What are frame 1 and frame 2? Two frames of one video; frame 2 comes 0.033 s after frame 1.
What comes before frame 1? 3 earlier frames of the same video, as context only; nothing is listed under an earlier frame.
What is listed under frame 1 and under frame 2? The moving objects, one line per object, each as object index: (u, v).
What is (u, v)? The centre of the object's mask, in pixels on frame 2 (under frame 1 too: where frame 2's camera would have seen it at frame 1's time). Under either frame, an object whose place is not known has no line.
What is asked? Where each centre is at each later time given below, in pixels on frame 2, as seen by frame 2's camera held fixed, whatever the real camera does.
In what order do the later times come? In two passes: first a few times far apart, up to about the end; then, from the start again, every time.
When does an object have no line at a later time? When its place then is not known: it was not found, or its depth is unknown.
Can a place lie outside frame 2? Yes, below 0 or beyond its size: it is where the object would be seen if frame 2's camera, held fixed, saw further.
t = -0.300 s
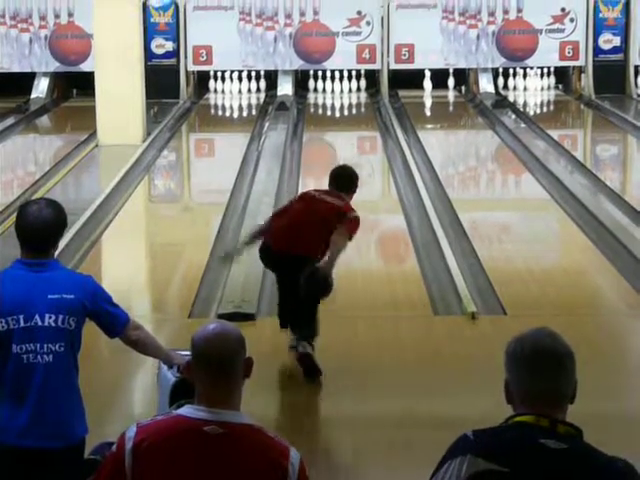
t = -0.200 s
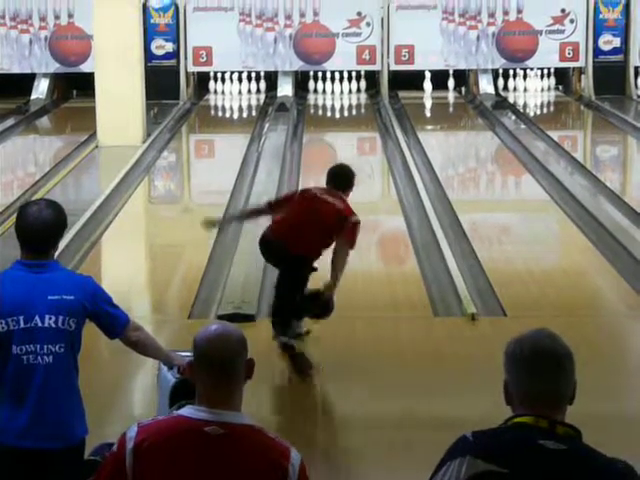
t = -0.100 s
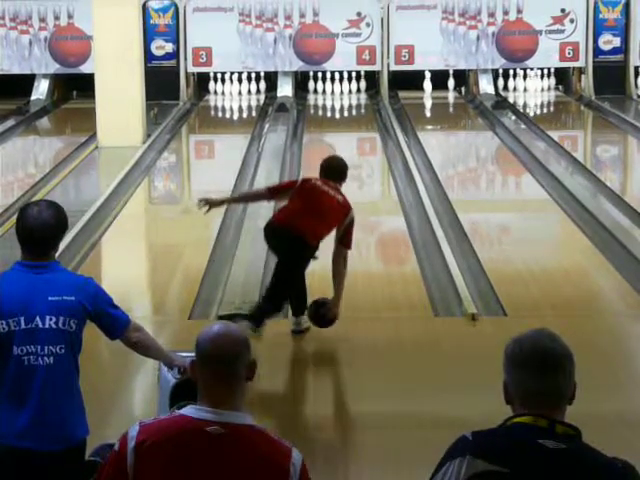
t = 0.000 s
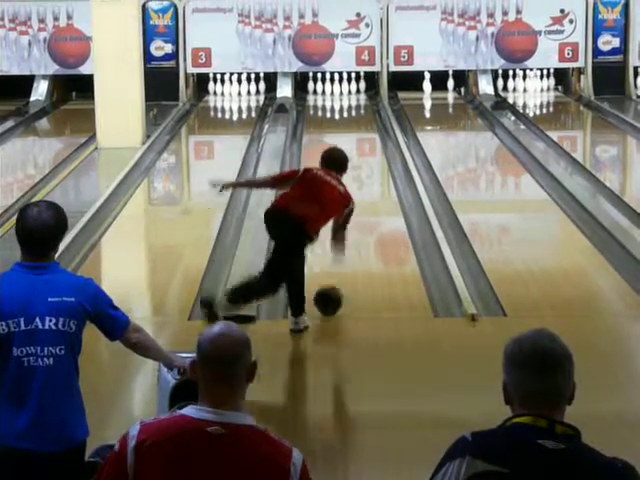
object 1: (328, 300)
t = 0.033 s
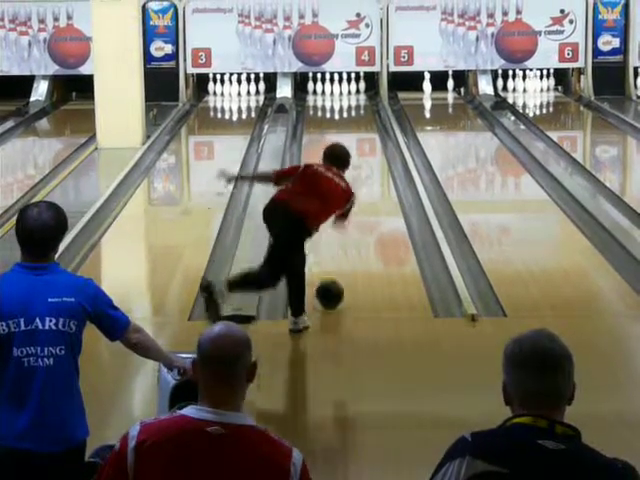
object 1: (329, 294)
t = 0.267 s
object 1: (337, 251)
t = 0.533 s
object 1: (343, 214)
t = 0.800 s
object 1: (348, 184)
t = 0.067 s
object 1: (331, 287)
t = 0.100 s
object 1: (332, 280)
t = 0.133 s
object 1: (333, 274)
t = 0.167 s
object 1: (334, 269)
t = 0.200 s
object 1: (335, 263)
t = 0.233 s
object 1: (336, 257)
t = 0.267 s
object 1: (337, 251)
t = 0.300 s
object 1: (338, 246)
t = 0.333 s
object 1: (339, 241)
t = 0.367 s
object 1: (339, 236)
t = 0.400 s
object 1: (340, 231)
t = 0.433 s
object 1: (341, 226)
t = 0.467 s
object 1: (342, 222)
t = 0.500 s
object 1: (343, 218)
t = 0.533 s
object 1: (343, 214)
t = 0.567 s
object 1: (344, 209)
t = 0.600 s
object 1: (345, 206)
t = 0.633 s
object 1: (345, 202)
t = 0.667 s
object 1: (346, 198)
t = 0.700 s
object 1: (346, 195)
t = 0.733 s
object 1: (347, 191)
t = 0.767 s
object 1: (348, 187)
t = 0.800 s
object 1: (348, 184)
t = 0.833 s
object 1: (348, 181)
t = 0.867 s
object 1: (349, 178)
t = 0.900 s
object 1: (349, 175)
